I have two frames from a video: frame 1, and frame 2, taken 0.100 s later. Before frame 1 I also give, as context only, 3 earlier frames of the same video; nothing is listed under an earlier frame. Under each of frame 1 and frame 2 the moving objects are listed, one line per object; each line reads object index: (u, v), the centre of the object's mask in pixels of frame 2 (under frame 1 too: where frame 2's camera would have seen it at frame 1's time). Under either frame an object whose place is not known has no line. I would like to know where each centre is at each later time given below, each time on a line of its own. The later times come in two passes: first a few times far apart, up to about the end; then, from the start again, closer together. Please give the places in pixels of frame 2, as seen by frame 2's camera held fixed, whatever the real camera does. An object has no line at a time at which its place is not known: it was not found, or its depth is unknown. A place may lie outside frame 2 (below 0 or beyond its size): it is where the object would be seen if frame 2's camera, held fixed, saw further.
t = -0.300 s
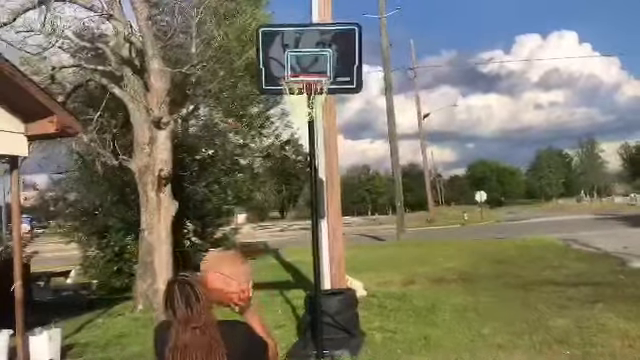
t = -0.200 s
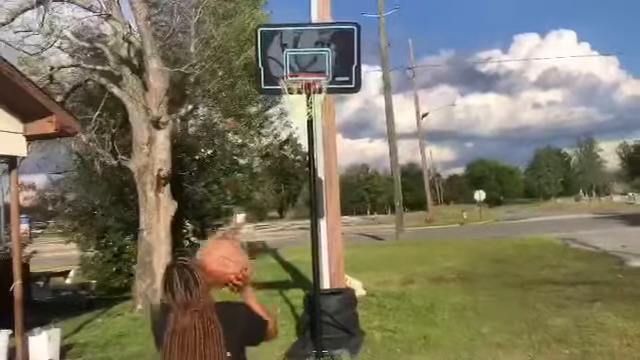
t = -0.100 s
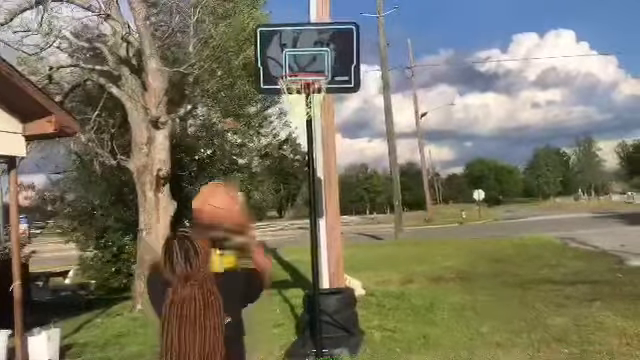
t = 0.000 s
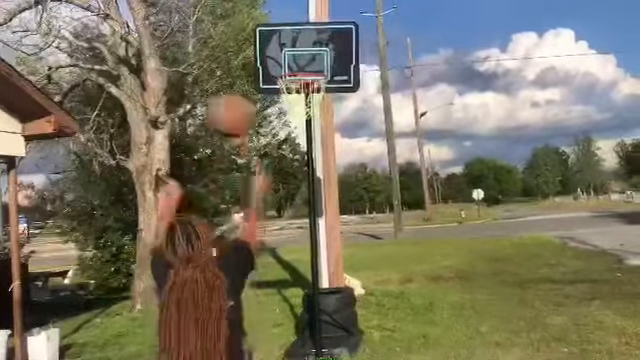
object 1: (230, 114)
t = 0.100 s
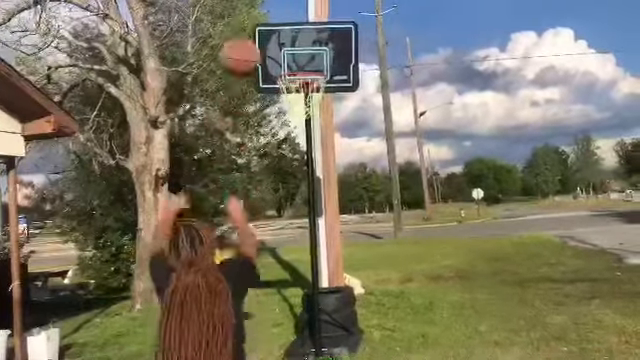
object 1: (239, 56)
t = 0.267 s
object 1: (254, 18)
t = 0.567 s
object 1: (283, 43)
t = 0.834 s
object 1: (314, 106)
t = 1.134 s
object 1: (317, 184)
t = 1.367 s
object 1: (324, 326)
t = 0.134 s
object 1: (243, 44)
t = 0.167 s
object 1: (248, 33)
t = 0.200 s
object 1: (249, 26)
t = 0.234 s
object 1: (253, 19)
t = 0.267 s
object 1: (254, 18)
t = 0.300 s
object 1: (255, 16)
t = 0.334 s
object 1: (261, 12)
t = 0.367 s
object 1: (266, 11)
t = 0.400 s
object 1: (269, 13)
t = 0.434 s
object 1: (271, 17)
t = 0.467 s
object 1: (274, 23)
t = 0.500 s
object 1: (276, 28)
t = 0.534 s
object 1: (280, 34)
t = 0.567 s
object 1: (283, 43)
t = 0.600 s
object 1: (284, 47)
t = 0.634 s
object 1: (289, 59)
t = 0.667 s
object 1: (291, 70)
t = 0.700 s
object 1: (291, 78)
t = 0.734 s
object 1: (303, 83)
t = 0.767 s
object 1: (308, 88)
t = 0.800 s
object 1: (311, 92)
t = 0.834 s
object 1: (314, 106)
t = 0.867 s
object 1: (316, 106)
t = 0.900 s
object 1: (316, 111)
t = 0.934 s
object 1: (316, 118)
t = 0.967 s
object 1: (317, 125)
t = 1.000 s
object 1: (317, 134)
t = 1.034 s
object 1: (315, 145)
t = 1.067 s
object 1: (316, 156)
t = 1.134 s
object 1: (317, 184)
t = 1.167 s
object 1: (315, 200)
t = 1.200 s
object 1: (316, 217)
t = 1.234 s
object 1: (318, 235)
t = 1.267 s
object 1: (318, 255)
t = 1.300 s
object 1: (323, 278)
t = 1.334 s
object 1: (323, 300)
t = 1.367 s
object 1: (324, 326)
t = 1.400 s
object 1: (325, 354)
